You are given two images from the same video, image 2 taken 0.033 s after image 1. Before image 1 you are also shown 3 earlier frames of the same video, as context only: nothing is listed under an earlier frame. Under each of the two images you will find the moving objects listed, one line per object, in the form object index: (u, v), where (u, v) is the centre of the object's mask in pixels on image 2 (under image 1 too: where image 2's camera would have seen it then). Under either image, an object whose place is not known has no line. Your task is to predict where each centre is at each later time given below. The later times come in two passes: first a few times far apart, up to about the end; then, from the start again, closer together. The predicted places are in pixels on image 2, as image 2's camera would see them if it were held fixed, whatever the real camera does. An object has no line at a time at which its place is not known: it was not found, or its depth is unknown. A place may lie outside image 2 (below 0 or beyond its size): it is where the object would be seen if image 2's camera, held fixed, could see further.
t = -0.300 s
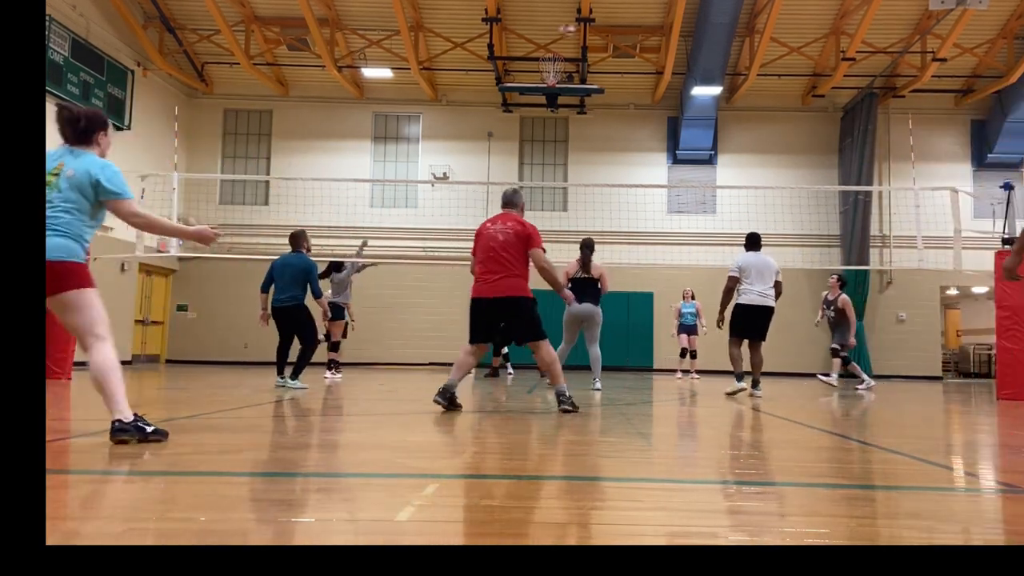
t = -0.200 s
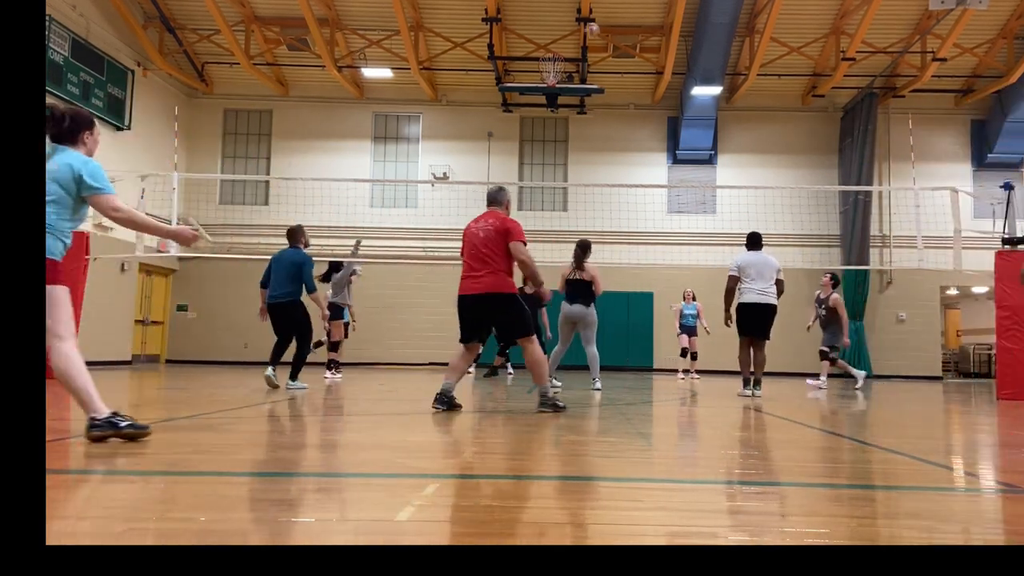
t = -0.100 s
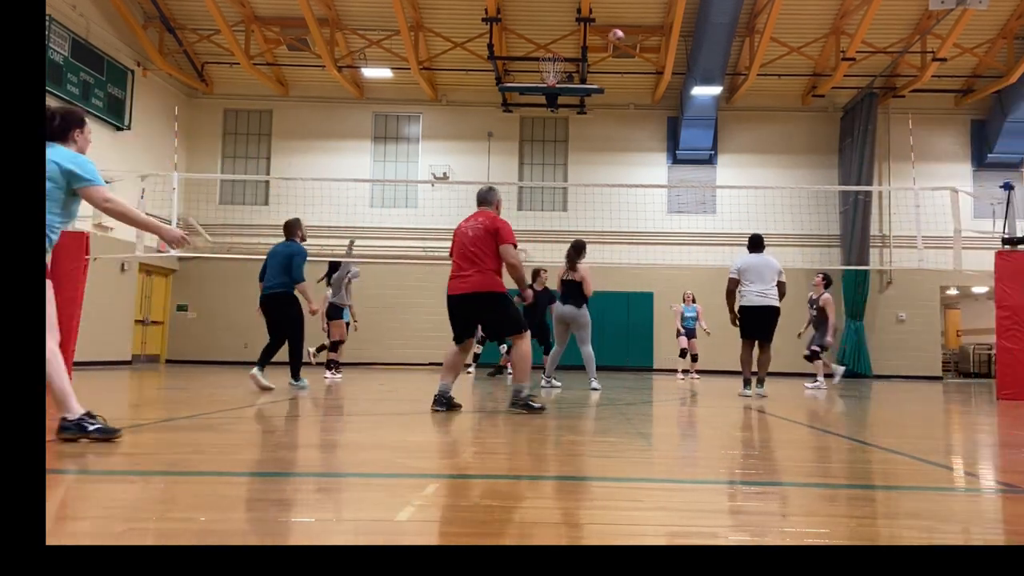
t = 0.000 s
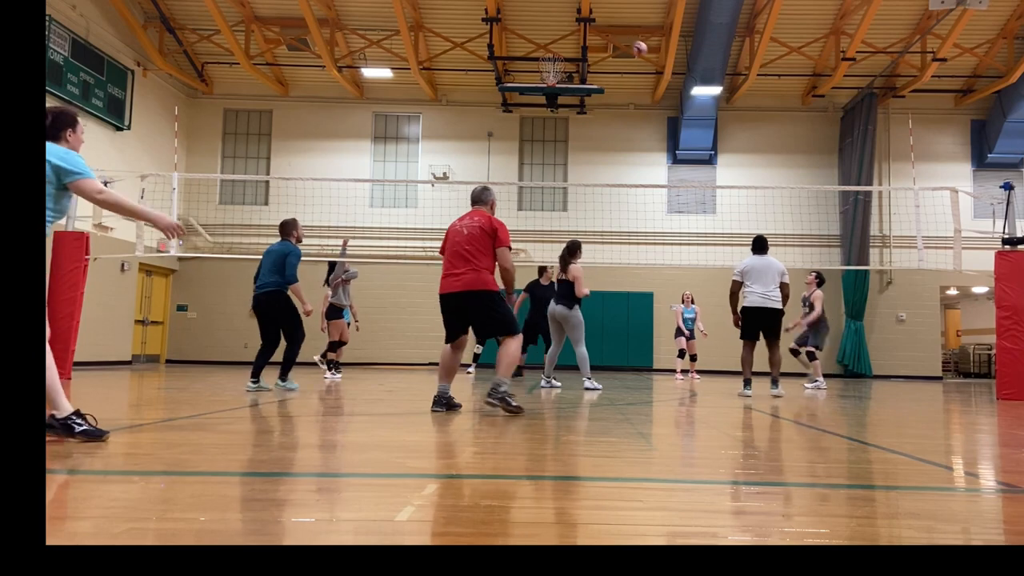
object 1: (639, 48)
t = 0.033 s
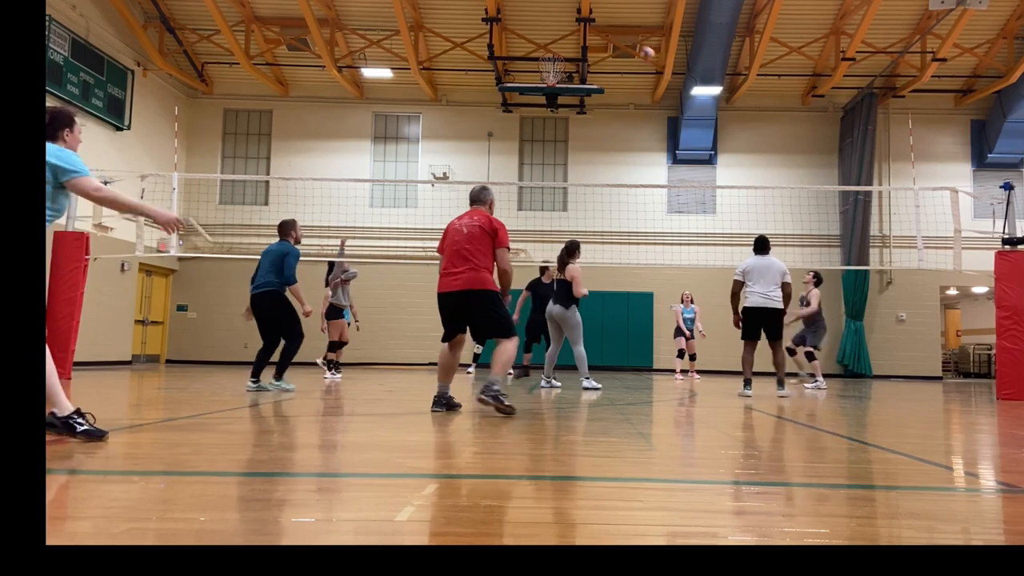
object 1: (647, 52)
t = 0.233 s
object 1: (691, 99)
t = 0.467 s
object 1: (740, 184)
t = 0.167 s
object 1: (677, 82)
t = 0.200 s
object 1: (684, 90)
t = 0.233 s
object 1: (691, 99)
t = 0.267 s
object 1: (698, 110)
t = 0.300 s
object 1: (706, 120)
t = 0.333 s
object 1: (712, 132)
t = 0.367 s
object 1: (720, 143)
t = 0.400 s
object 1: (726, 156)
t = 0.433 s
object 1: (732, 171)
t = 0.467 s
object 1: (740, 184)
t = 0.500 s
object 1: (746, 199)
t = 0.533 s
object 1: (752, 212)
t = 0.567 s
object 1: (759, 228)
